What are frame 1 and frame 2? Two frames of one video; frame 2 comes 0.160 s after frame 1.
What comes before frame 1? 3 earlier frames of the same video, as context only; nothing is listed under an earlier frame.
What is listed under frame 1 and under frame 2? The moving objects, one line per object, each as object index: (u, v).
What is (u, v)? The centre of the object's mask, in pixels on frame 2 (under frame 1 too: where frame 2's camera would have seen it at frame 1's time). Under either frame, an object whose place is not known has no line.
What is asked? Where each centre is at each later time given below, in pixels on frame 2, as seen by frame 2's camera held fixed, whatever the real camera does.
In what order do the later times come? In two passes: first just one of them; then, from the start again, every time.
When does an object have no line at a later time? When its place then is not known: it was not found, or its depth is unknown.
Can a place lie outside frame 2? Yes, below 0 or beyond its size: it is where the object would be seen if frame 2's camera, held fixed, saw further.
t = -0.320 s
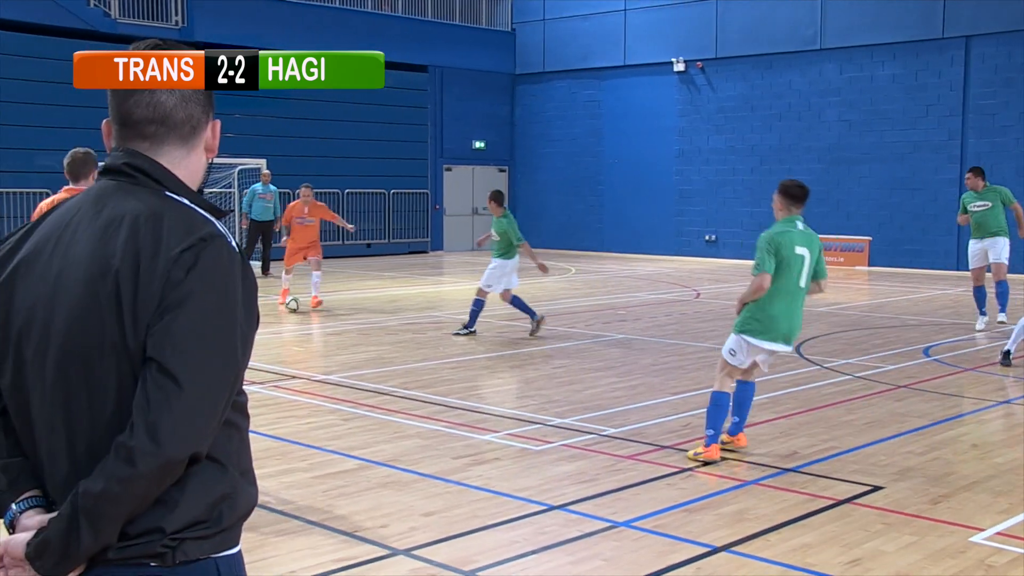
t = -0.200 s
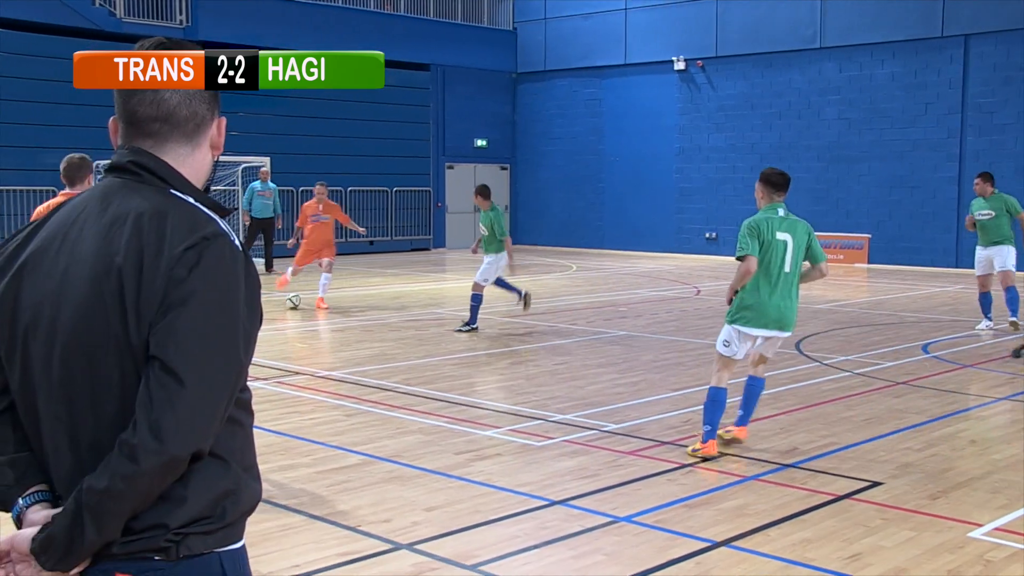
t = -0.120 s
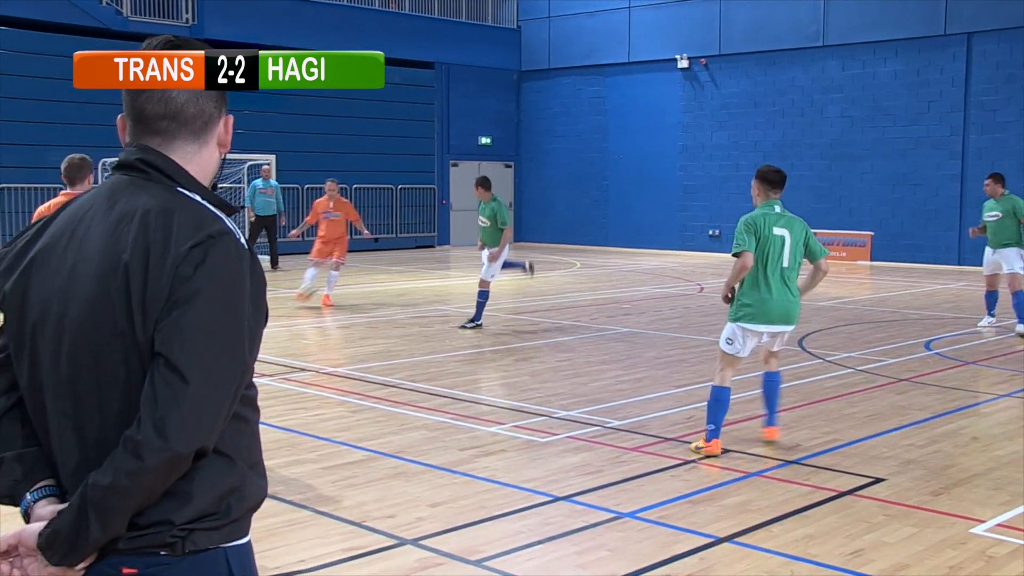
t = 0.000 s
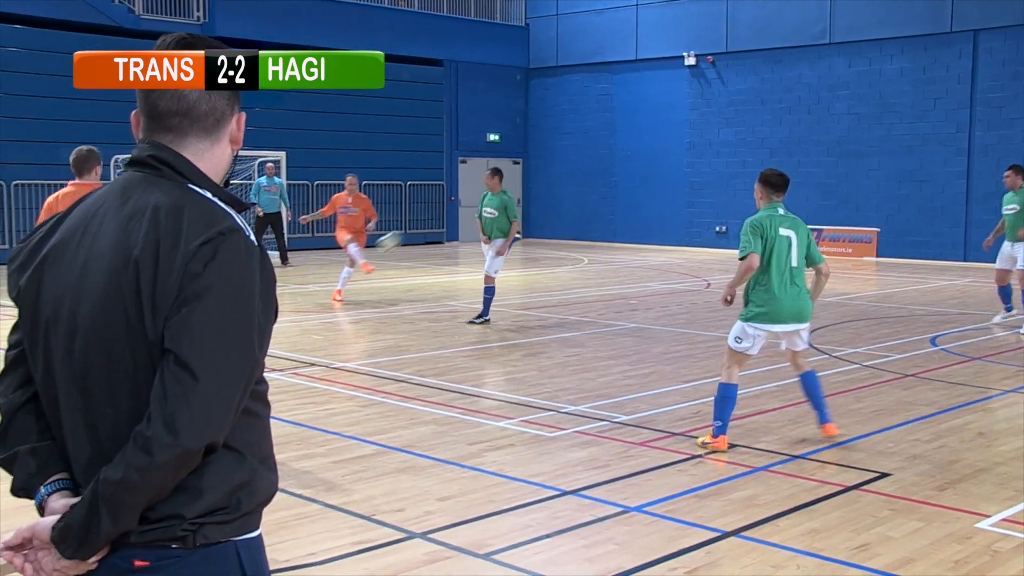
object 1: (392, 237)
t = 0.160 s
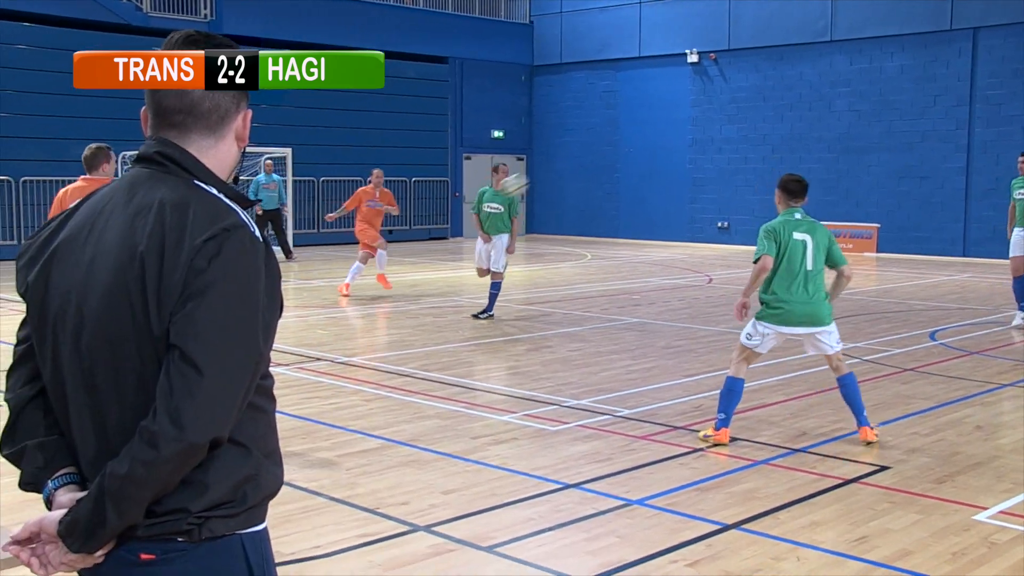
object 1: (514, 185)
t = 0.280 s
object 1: (625, 149)
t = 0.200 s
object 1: (548, 173)
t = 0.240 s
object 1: (585, 160)
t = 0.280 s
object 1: (625, 149)
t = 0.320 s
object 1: (668, 138)
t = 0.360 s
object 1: (713, 128)
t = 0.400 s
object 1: (762, 119)
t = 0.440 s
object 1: (813, 110)
